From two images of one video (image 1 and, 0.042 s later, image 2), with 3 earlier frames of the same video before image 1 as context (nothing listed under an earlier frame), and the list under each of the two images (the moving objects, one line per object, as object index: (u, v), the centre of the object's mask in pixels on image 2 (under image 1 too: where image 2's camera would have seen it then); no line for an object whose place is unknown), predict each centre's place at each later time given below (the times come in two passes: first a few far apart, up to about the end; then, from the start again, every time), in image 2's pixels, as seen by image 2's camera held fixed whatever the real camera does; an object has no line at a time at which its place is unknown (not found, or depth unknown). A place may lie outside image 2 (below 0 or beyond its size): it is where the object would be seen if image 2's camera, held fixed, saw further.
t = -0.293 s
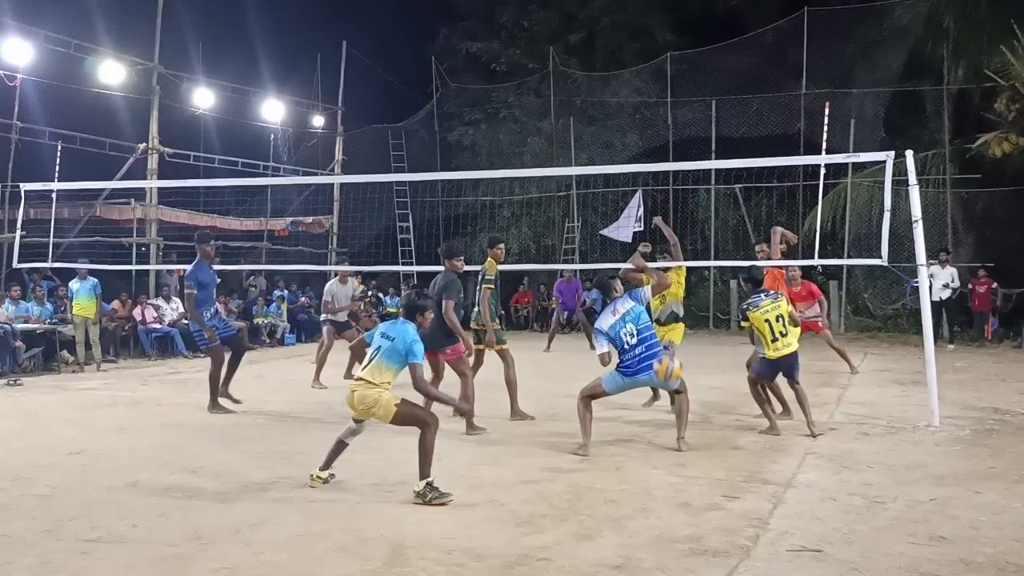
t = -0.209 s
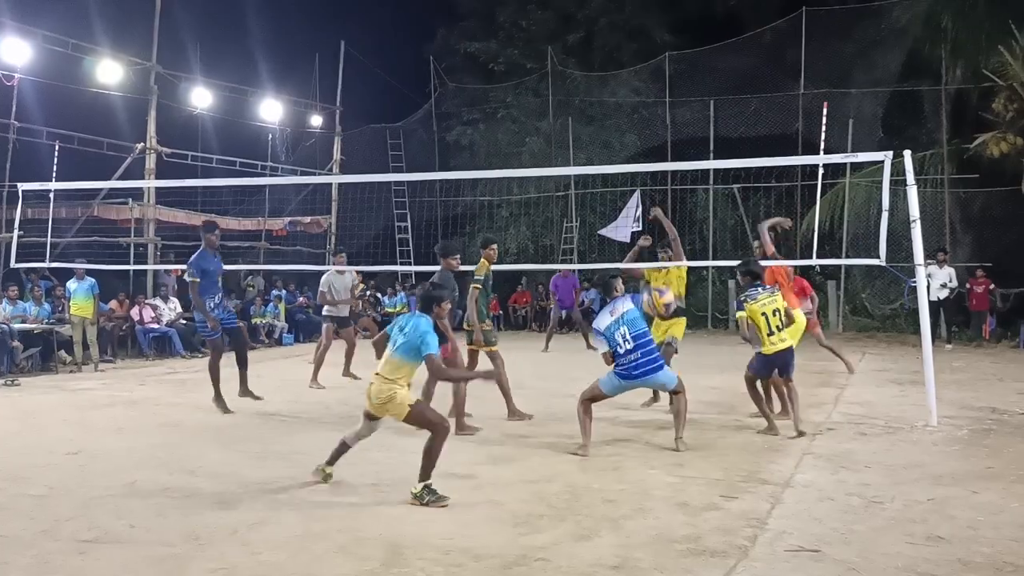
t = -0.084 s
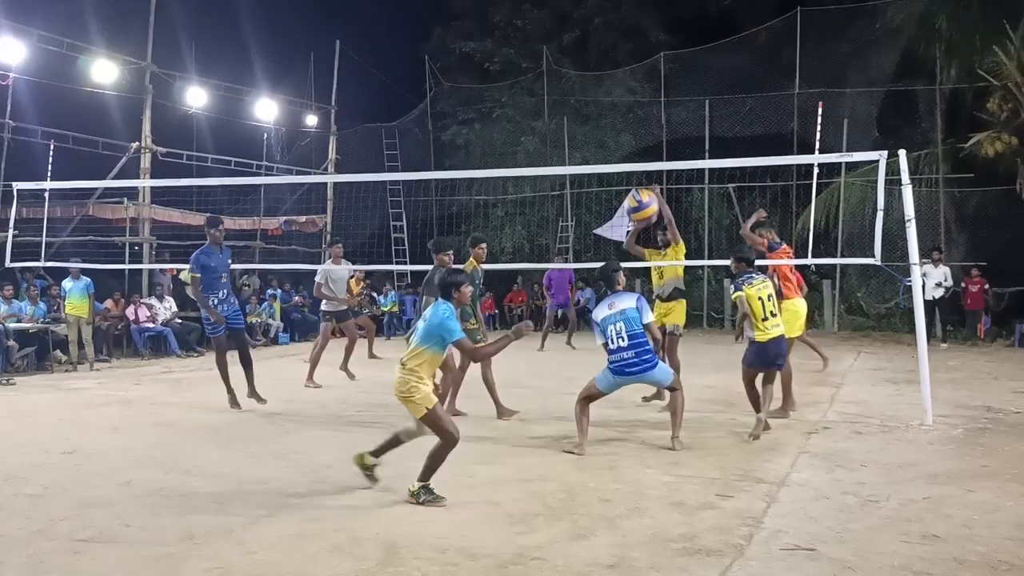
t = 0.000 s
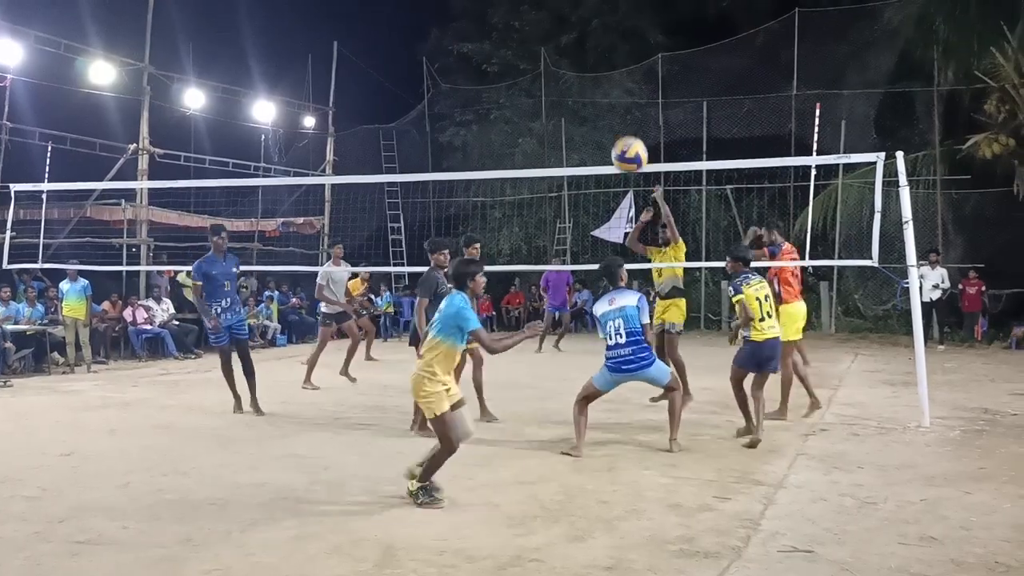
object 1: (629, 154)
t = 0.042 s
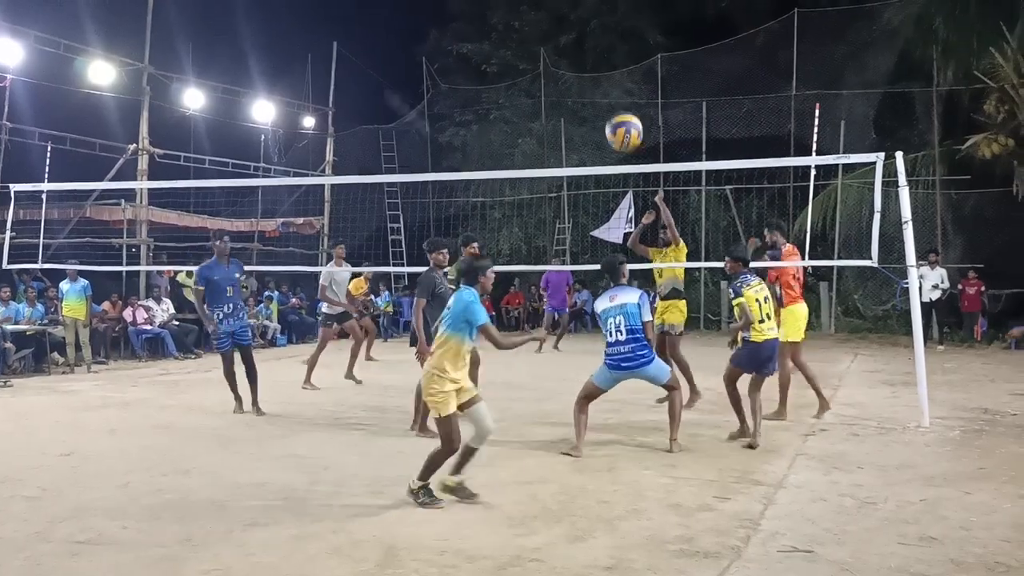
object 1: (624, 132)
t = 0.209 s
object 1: (600, 53)
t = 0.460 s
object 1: (553, 22)
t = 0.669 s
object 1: (498, 116)
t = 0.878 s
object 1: (424, 404)
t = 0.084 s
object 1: (618, 108)
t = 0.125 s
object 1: (613, 89)
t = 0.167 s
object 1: (607, 70)
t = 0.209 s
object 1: (600, 53)
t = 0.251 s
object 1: (593, 40)
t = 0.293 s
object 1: (586, 30)
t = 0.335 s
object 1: (579, 23)
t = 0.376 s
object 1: (570, 20)
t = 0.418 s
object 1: (562, 20)
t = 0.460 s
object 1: (553, 22)
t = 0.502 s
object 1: (544, 28)
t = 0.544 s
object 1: (533, 41)
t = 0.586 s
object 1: (522, 59)
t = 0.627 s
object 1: (510, 84)
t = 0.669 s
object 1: (498, 116)
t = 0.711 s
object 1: (485, 153)
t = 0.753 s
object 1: (471, 203)
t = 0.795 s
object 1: (456, 259)
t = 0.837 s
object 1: (440, 325)
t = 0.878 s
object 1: (424, 404)
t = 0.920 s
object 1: (405, 505)
